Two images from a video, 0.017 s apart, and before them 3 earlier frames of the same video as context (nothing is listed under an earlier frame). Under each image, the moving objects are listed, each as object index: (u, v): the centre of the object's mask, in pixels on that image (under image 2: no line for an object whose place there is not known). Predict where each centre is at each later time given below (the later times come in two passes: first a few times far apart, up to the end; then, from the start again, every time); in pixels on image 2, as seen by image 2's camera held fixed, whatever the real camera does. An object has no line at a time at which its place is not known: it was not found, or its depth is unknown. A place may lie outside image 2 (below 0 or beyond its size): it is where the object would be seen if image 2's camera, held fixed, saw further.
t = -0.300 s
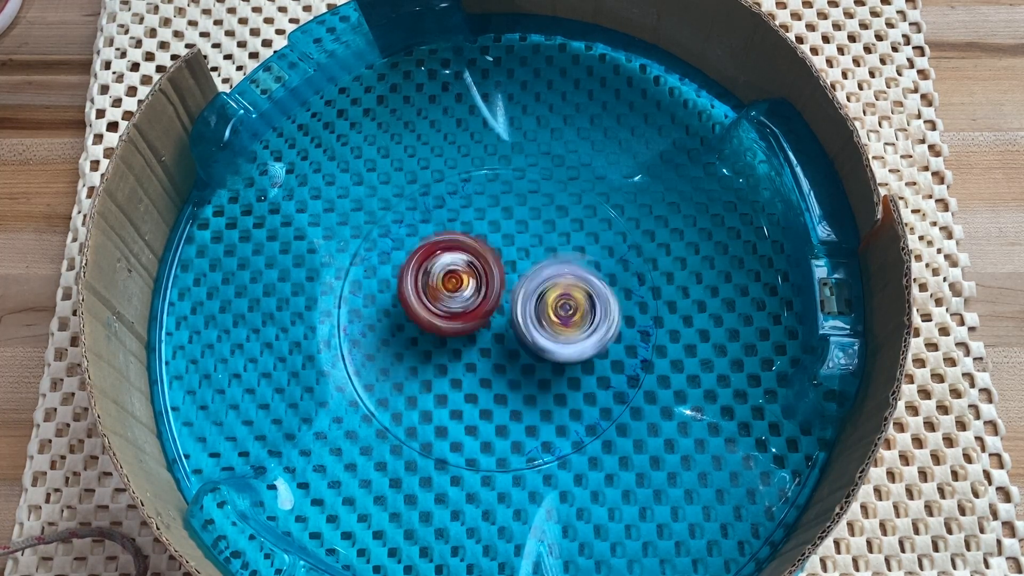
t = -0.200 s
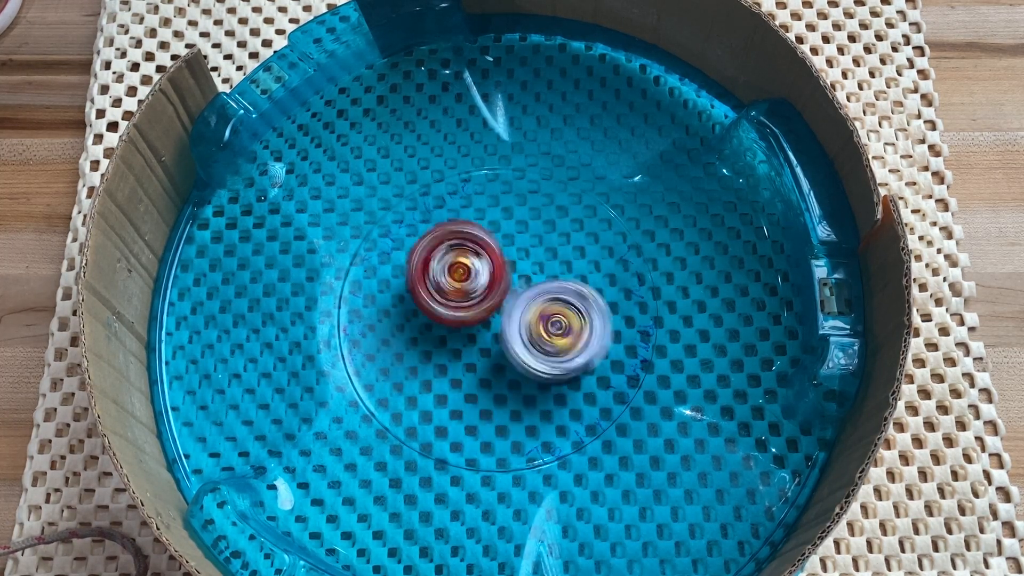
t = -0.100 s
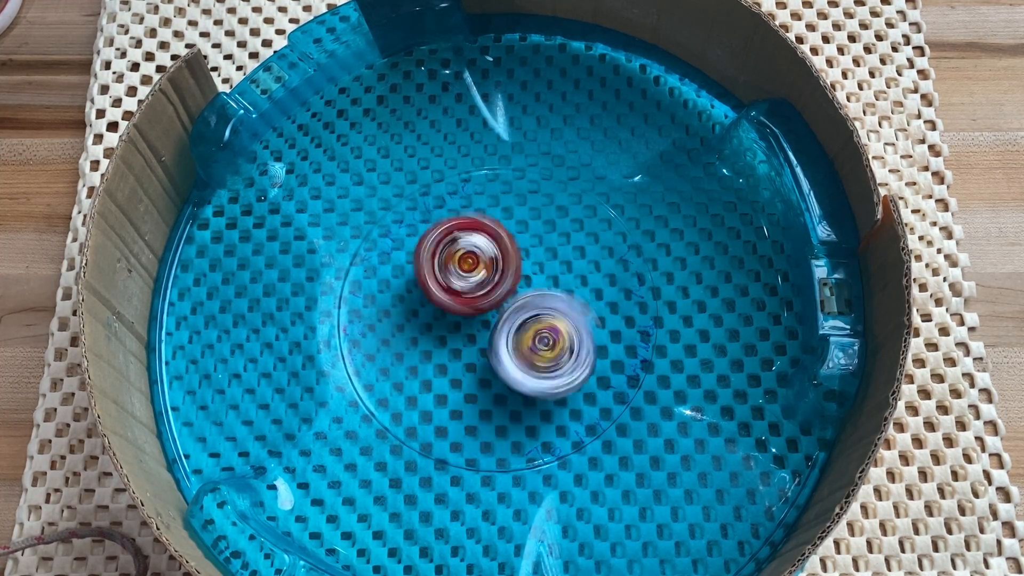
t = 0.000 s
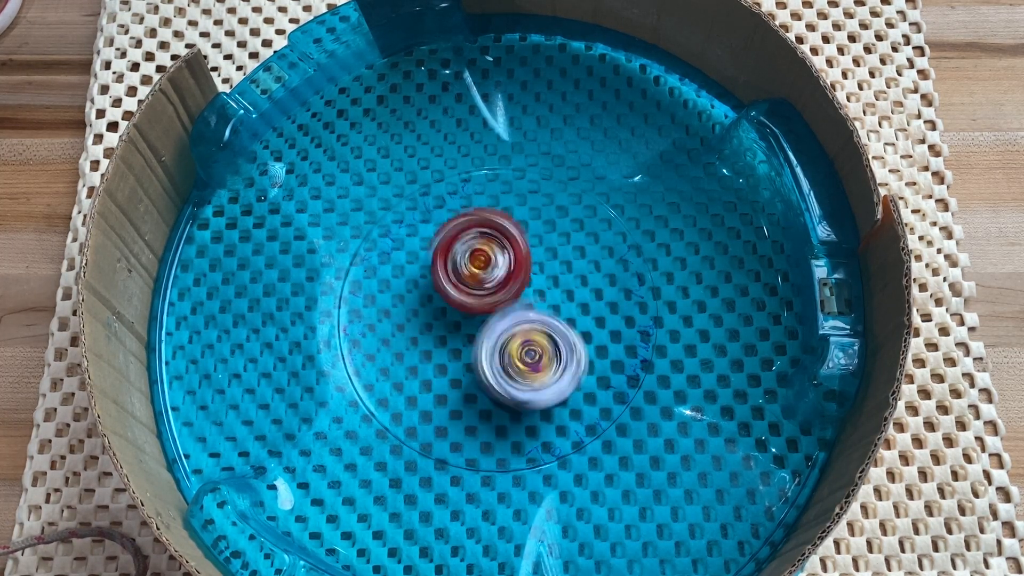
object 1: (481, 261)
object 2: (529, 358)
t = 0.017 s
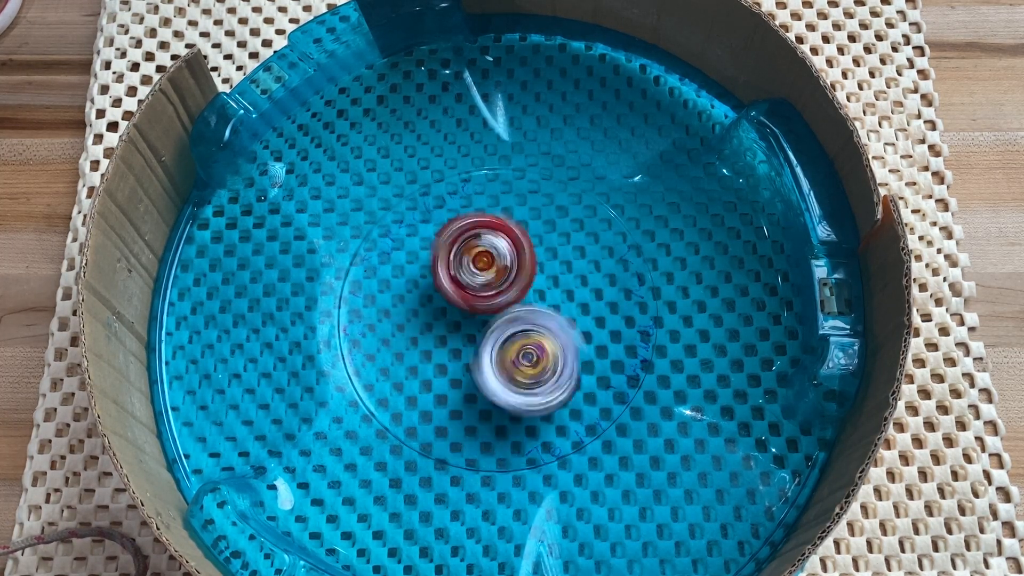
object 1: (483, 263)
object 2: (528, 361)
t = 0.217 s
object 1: (509, 256)
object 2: (508, 394)
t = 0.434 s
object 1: (523, 283)
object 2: (490, 389)
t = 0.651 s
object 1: (541, 229)
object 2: (464, 418)
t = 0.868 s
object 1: (513, 243)
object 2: (462, 388)
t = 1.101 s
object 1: (511, 260)
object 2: (453, 350)
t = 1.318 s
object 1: (534, 253)
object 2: (420, 333)
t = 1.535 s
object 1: (535, 263)
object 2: (403, 325)
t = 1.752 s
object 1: (541, 284)
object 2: (406, 322)
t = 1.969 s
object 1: (552, 283)
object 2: (432, 312)
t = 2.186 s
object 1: (561, 270)
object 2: (432, 311)
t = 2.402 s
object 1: (590, 271)
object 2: (403, 307)
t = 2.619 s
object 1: (600, 283)
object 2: (389, 314)
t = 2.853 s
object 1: (564, 289)
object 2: (435, 316)
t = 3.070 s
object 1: (580, 287)
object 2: (424, 312)
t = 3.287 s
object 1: (545, 285)
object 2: (435, 291)
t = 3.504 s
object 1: (547, 283)
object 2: (438, 285)
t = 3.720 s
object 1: (563, 300)
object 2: (428, 295)
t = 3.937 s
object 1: (561, 316)
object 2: (454, 285)
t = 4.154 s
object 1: (561, 320)
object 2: (440, 279)
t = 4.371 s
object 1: (556, 302)
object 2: (449, 281)
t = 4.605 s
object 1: (551, 295)
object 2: (441, 294)
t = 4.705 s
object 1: (551, 295)
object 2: (445, 289)
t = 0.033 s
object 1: (485, 263)
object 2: (525, 363)
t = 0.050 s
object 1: (487, 262)
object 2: (523, 363)
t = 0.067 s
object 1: (491, 260)
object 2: (521, 370)
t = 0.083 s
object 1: (492, 257)
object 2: (521, 373)
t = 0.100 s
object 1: (494, 255)
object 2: (521, 377)
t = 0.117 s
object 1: (498, 253)
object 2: (517, 378)
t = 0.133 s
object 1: (500, 253)
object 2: (518, 381)
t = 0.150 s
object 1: (502, 254)
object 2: (514, 384)
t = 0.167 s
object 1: (503, 253)
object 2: (514, 385)
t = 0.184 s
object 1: (507, 254)
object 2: (510, 389)
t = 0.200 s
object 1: (508, 255)
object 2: (509, 389)
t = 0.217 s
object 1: (509, 256)
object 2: (508, 394)
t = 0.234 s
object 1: (512, 255)
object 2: (504, 392)
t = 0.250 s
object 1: (513, 258)
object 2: (505, 396)
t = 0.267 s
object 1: (514, 260)
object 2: (501, 397)
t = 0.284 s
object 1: (514, 261)
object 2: (502, 397)
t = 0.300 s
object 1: (517, 263)
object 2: (497, 398)
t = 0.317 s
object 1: (517, 264)
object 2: (497, 398)
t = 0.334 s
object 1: (517, 267)
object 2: (495, 399)
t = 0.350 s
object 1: (520, 268)
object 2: (494, 395)
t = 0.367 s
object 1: (521, 272)
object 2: (493, 397)
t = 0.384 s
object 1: (522, 274)
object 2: (491, 393)
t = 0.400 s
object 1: (521, 277)
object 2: (492, 393)
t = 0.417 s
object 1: (524, 279)
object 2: (489, 389)
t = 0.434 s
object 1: (523, 283)
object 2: (490, 389)
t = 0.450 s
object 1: (523, 286)
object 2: (488, 386)
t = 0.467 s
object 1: (524, 285)
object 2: (489, 386)
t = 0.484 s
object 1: (530, 277)
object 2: (484, 398)
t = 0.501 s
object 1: (531, 268)
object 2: (482, 402)
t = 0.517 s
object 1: (534, 260)
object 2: (477, 412)
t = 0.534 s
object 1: (538, 252)
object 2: (475, 414)
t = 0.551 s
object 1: (540, 246)
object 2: (474, 419)
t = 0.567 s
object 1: (542, 241)
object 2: (473, 418)
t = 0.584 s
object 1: (542, 237)
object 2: (472, 419)
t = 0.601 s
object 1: (545, 233)
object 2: (469, 418)
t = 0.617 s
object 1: (544, 232)
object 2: (467, 419)
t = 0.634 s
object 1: (544, 230)
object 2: (466, 416)
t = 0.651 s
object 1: (541, 229)
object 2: (464, 418)
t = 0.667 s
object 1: (542, 229)
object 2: (463, 416)
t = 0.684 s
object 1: (538, 229)
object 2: (460, 418)
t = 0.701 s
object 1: (535, 228)
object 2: (461, 416)
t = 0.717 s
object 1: (533, 227)
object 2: (460, 416)
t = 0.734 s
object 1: (532, 229)
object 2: (461, 412)
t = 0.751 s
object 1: (529, 229)
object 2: (459, 411)
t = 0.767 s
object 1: (526, 230)
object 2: (460, 408)
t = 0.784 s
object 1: (525, 230)
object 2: (459, 407)
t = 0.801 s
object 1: (523, 233)
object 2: (460, 403)
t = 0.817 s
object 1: (520, 235)
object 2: (458, 401)
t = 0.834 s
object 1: (517, 237)
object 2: (461, 397)
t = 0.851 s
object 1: (517, 239)
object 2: (459, 394)
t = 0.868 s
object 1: (513, 243)
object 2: (462, 388)
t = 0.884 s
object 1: (511, 246)
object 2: (459, 387)
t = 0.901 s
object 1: (508, 247)
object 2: (462, 381)
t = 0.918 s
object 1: (508, 251)
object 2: (459, 379)
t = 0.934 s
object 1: (506, 254)
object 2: (461, 373)
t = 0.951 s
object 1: (504, 257)
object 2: (459, 371)
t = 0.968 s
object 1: (504, 258)
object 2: (461, 366)
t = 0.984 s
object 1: (503, 262)
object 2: (459, 363)
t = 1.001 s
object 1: (504, 263)
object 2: (460, 359)
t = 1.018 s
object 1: (503, 265)
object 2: (456, 359)
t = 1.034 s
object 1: (506, 263)
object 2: (456, 356)
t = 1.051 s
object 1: (506, 265)
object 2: (454, 356)
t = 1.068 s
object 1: (508, 263)
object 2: (454, 354)
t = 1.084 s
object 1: (508, 263)
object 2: (452, 352)
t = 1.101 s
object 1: (511, 260)
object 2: (453, 350)
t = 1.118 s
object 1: (512, 260)
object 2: (449, 348)
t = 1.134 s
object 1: (514, 258)
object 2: (450, 346)
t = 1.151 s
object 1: (514, 258)
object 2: (447, 343)
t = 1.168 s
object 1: (516, 257)
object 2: (447, 342)
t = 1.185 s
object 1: (517, 257)
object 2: (446, 338)
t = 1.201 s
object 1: (519, 257)
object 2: (444, 335)
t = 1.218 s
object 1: (523, 255)
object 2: (438, 336)
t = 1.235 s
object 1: (527, 253)
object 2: (435, 335)
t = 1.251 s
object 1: (530, 253)
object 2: (429, 334)
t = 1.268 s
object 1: (532, 253)
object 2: (426, 335)
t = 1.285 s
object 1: (532, 253)
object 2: (423, 335)
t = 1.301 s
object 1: (533, 252)
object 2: (422, 335)
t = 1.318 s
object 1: (534, 253)
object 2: (420, 333)
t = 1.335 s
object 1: (534, 253)
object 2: (419, 333)
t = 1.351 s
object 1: (533, 253)
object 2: (416, 331)
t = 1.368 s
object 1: (535, 252)
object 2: (416, 332)
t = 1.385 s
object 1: (534, 254)
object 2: (413, 329)
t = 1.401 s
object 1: (534, 255)
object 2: (412, 329)
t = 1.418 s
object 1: (533, 256)
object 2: (409, 327)
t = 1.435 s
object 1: (535, 254)
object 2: (408, 328)
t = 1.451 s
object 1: (535, 256)
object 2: (407, 327)
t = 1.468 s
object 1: (535, 257)
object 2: (406, 327)
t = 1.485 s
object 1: (534, 260)
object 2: (405, 324)
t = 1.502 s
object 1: (534, 260)
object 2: (404, 325)
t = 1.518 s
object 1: (535, 262)
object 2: (405, 324)
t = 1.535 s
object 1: (535, 263)
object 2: (403, 325)
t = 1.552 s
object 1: (534, 267)
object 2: (405, 323)
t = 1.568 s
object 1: (534, 267)
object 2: (404, 324)
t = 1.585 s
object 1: (535, 270)
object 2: (407, 323)
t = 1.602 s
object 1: (533, 272)
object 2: (406, 322)
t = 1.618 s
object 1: (533, 276)
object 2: (411, 321)
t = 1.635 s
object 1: (530, 278)
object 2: (409, 318)
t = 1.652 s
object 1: (531, 280)
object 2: (412, 319)
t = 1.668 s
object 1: (528, 283)
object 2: (412, 317)
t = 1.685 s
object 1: (528, 286)
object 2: (416, 318)
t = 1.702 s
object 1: (524, 289)
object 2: (417, 315)
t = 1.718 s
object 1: (530, 287)
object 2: (413, 319)
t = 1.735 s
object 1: (535, 287)
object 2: (411, 320)
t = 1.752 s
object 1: (541, 284)
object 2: (406, 322)
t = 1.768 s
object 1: (547, 282)
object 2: (408, 323)
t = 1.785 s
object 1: (552, 280)
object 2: (406, 323)
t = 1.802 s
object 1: (556, 280)
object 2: (409, 325)
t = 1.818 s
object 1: (558, 279)
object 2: (411, 321)
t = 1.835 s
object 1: (559, 280)
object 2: (413, 321)
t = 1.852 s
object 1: (560, 279)
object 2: (415, 318)
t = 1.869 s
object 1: (563, 281)
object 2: (414, 316)
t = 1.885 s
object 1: (562, 282)
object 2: (418, 318)
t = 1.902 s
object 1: (561, 283)
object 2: (419, 315)
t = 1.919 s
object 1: (558, 281)
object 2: (422, 317)
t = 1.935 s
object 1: (558, 281)
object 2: (425, 313)
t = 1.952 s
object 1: (554, 282)
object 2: (426, 313)
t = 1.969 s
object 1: (552, 283)
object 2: (432, 312)
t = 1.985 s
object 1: (547, 282)
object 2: (432, 310)
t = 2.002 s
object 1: (546, 282)
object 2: (436, 309)
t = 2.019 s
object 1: (543, 282)
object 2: (436, 307)
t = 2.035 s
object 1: (547, 279)
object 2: (430, 312)
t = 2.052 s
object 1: (551, 277)
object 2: (429, 313)
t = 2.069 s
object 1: (555, 273)
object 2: (425, 314)
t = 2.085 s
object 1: (560, 273)
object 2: (424, 317)
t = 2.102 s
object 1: (561, 272)
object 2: (424, 315)
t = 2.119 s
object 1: (561, 272)
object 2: (424, 316)
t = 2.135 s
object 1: (561, 269)
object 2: (427, 317)
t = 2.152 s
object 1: (563, 269)
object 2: (427, 314)
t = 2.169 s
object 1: (562, 269)
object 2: (429, 313)
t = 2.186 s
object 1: (561, 270)
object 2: (432, 311)
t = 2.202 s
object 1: (559, 268)
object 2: (430, 307)
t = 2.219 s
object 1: (561, 268)
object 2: (430, 309)
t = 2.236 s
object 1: (559, 268)
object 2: (432, 306)
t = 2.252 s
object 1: (558, 269)
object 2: (430, 305)
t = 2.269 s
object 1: (554, 270)
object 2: (433, 308)
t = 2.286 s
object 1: (555, 269)
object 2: (435, 304)
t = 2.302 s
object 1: (553, 271)
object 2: (435, 304)
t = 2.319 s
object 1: (552, 272)
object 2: (441, 305)
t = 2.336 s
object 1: (549, 275)
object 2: (441, 300)
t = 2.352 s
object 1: (554, 274)
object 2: (436, 303)
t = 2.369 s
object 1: (569, 273)
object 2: (422, 304)
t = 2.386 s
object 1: (578, 273)
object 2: (411, 305)
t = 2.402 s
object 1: (590, 271)
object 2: (403, 307)
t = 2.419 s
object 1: (599, 270)
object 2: (395, 307)
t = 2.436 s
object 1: (605, 270)
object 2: (389, 307)
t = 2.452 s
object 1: (612, 271)
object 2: (385, 310)
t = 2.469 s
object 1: (616, 272)
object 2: (381, 312)
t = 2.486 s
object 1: (618, 274)
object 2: (382, 314)
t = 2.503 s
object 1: (618, 277)
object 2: (382, 314)
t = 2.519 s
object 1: (616, 277)
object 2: (380, 314)
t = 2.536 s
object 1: (615, 278)
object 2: (381, 316)
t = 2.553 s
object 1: (612, 279)
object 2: (382, 317)
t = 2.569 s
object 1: (610, 280)
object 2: (382, 316)
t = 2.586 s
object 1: (606, 283)
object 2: (384, 319)
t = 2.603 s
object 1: (602, 284)
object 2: (386, 317)
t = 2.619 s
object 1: (600, 283)
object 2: (389, 314)
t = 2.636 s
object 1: (596, 285)
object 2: (389, 314)
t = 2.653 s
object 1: (592, 286)
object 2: (393, 314)
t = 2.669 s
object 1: (589, 288)
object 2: (396, 311)
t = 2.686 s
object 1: (584, 289)
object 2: (398, 312)
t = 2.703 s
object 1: (580, 289)
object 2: (405, 313)
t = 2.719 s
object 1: (577, 290)
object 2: (407, 309)
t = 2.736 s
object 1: (573, 290)
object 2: (411, 311)
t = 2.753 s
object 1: (571, 291)
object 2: (419, 311)
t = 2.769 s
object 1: (565, 292)
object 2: (424, 309)
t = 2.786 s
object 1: (561, 292)
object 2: (430, 311)
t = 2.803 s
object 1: (558, 292)
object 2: (438, 311)
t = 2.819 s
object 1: (551, 293)
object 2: (442, 308)
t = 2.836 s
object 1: (553, 292)
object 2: (442, 313)
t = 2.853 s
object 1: (564, 289)
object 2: (435, 316)
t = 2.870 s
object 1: (571, 286)
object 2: (428, 316)
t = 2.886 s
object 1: (578, 284)
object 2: (421, 319)
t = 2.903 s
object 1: (585, 284)
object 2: (418, 323)
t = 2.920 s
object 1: (588, 284)
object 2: (418, 322)
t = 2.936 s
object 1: (590, 283)
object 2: (415, 321)
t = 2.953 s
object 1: (592, 284)
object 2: (414, 323)
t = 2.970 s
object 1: (591, 285)
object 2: (416, 325)
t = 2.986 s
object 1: (591, 284)
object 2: (417, 322)
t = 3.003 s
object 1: (592, 285)
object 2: (417, 321)
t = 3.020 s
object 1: (590, 287)
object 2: (418, 322)
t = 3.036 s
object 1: (587, 287)
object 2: (423, 319)
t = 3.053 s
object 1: (584, 288)
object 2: (423, 315)
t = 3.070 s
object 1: (580, 287)
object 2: (424, 312)
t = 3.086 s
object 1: (578, 286)
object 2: (427, 311)
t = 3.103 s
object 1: (574, 287)
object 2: (429, 306)
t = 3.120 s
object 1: (571, 288)
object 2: (427, 303)
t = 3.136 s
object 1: (568, 288)
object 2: (427, 305)
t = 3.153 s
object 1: (563, 289)
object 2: (429, 303)
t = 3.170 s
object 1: (560, 287)
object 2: (429, 300)
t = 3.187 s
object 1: (560, 285)
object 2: (427, 300)
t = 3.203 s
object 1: (557, 286)
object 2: (427, 301)
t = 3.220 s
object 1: (554, 285)
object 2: (428, 298)
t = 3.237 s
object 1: (553, 284)
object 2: (429, 295)
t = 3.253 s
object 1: (551, 286)
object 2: (430, 294)
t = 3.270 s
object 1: (547, 286)
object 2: (432, 295)
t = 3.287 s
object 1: (545, 285)
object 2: (435, 291)
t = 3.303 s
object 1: (546, 284)
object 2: (435, 287)
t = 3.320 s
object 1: (548, 282)
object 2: (433, 287)
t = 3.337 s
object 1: (549, 281)
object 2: (434, 287)
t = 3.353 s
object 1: (551, 281)
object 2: (434, 285)
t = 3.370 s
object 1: (550, 280)
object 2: (432, 283)
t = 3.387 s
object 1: (551, 280)
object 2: (430, 284)
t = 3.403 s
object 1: (553, 280)
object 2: (431, 287)
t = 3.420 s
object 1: (553, 281)
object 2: (433, 287)
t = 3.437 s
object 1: (551, 282)
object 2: (434, 286)
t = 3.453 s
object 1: (550, 283)
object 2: (436, 286)
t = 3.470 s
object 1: (549, 284)
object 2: (438, 286)
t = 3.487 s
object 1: (545, 284)
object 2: (440, 285)
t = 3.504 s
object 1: (547, 283)
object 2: (438, 285)
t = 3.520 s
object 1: (556, 285)
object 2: (433, 284)
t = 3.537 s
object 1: (563, 288)
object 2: (428, 281)
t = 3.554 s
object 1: (566, 290)
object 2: (422, 277)
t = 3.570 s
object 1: (568, 289)
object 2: (415, 277)
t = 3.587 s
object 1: (570, 288)
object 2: (412, 280)
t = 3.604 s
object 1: (571, 287)
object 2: (412, 282)
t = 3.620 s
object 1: (573, 288)
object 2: (412, 284)
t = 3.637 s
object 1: (574, 289)
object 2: (411, 285)
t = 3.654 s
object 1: (574, 292)
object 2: (411, 287)
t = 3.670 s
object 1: (573, 294)
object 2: (414, 291)
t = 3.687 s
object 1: (571, 297)
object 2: (419, 294)
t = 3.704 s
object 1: (568, 299)
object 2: (423, 294)
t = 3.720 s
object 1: (563, 300)
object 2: (428, 295)
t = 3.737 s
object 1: (562, 299)
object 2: (434, 295)
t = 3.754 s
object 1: (560, 299)
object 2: (440, 296)
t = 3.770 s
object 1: (557, 300)
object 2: (445, 294)
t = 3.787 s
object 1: (554, 301)
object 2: (446, 293)
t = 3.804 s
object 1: (556, 303)
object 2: (446, 293)
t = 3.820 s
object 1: (559, 304)
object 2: (446, 292)
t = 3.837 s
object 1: (562, 306)
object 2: (448, 291)
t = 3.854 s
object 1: (562, 311)
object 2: (449, 289)
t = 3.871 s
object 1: (562, 314)
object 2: (448, 289)
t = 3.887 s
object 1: (561, 316)
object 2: (449, 290)
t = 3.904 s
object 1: (561, 316)
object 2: (451, 291)
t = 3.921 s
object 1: (561, 316)
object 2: (454, 288)
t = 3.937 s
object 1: (561, 316)
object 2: (454, 285)
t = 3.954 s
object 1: (560, 317)
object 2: (452, 285)
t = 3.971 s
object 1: (558, 318)
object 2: (452, 286)
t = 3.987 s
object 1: (556, 318)
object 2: (453, 286)
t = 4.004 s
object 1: (553, 319)
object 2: (453, 284)
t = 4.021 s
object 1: (551, 319)
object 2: (453, 282)
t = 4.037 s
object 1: (549, 318)
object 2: (451, 281)
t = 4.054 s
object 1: (547, 318)
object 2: (452, 283)
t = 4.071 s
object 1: (551, 318)
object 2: (449, 281)
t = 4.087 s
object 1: (554, 319)
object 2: (447, 281)
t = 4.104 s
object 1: (557, 320)
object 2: (445, 280)
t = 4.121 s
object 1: (559, 320)
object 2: (443, 280)
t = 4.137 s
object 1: (560, 321)
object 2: (442, 280)
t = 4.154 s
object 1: (561, 320)
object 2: (440, 279)
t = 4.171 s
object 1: (561, 318)
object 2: (440, 277)
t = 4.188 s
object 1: (562, 317)
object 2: (438, 276)
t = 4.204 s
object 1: (563, 315)
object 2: (439, 274)
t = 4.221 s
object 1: (564, 313)
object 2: (440, 274)
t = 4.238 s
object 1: (564, 311)
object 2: (444, 274)
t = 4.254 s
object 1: (563, 309)
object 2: (447, 272)
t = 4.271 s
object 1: (563, 308)
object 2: (449, 272)
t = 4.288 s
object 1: (562, 306)
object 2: (450, 272)
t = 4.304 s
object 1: (560, 305)
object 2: (450, 273)
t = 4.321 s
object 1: (559, 304)
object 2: (451, 276)
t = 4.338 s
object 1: (558, 303)
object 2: (450, 278)
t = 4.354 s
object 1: (557, 303)
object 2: (449, 280)
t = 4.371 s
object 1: (556, 302)
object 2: (449, 281)
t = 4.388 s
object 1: (555, 301)
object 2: (449, 281)
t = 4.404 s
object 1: (553, 299)
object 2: (448, 281)
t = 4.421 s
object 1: (552, 298)
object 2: (447, 282)
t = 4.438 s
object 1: (550, 297)
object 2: (447, 283)
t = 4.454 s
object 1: (549, 296)
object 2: (445, 285)
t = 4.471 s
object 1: (550, 295)
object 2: (442, 288)
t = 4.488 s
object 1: (551, 295)
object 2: (440, 291)
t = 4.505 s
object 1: (552, 296)
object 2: (438, 293)
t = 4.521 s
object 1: (552, 296)
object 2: (438, 294)
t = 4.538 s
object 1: (552, 295)
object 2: (438, 295)
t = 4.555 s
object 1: (551, 295)
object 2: (438, 295)
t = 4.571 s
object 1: (551, 295)
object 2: (439, 294)
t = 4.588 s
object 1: (551, 295)
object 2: (440, 294)
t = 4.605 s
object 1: (551, 295)
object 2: (441, 294)
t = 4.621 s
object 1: (551, 295)
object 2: (443, 293)
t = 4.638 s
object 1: (551, 295)
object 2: (444, 291)
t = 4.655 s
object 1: (551, 295)
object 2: (445, 291)
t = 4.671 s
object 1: (551, 295)
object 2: (444, 290)
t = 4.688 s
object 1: (551, 295)
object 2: (444, 290)
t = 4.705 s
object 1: (551, 295)
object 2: (445, 289)
